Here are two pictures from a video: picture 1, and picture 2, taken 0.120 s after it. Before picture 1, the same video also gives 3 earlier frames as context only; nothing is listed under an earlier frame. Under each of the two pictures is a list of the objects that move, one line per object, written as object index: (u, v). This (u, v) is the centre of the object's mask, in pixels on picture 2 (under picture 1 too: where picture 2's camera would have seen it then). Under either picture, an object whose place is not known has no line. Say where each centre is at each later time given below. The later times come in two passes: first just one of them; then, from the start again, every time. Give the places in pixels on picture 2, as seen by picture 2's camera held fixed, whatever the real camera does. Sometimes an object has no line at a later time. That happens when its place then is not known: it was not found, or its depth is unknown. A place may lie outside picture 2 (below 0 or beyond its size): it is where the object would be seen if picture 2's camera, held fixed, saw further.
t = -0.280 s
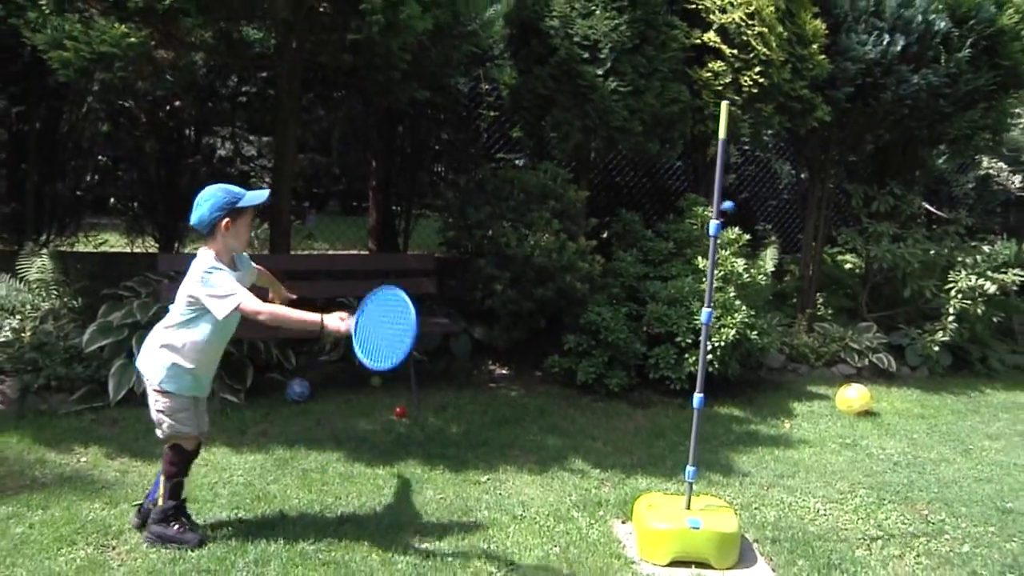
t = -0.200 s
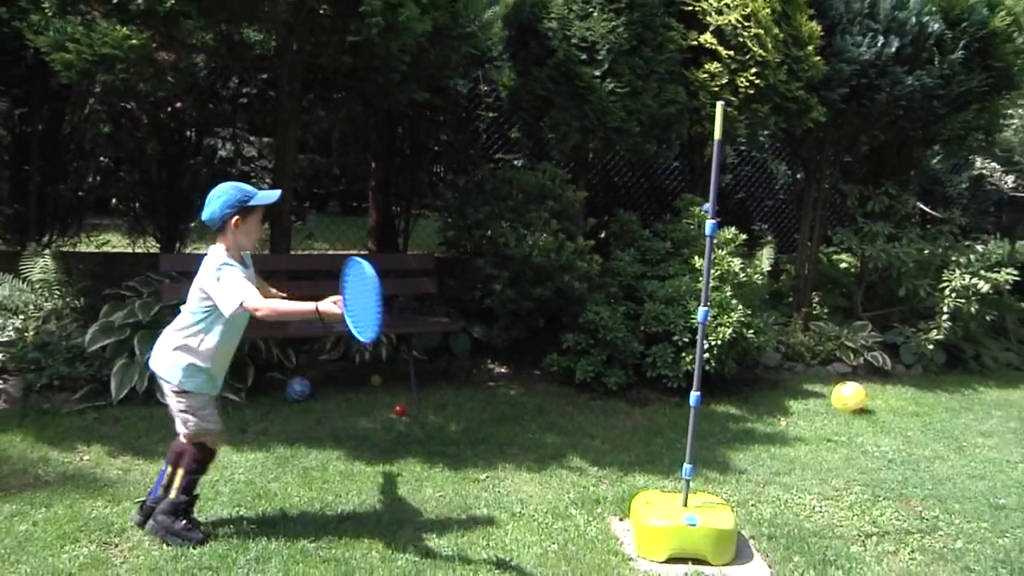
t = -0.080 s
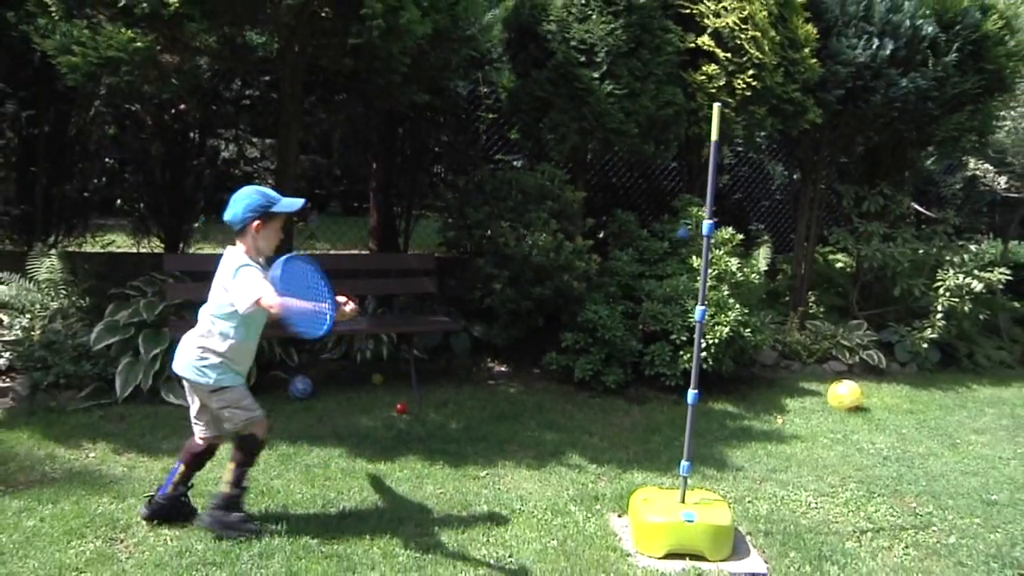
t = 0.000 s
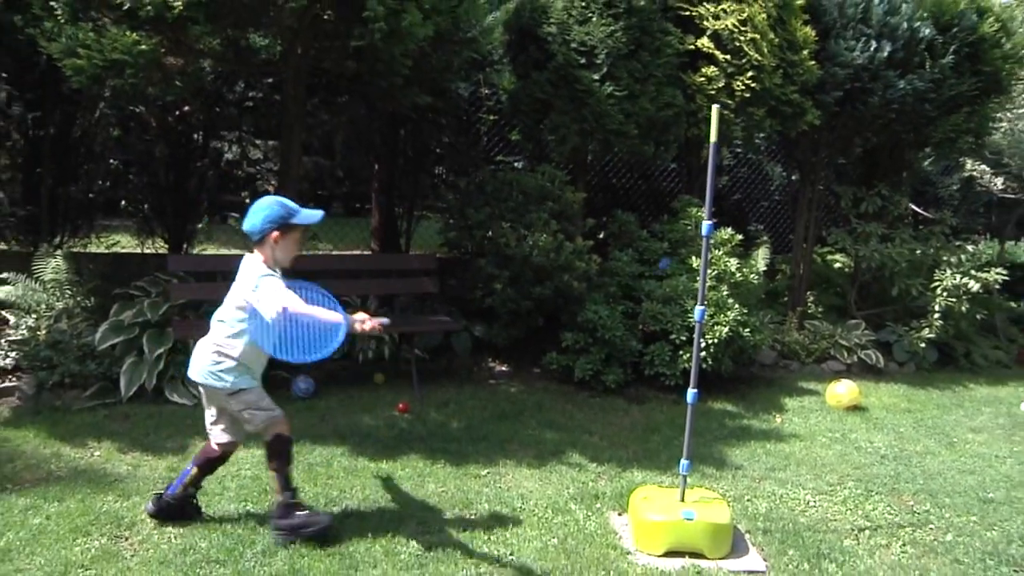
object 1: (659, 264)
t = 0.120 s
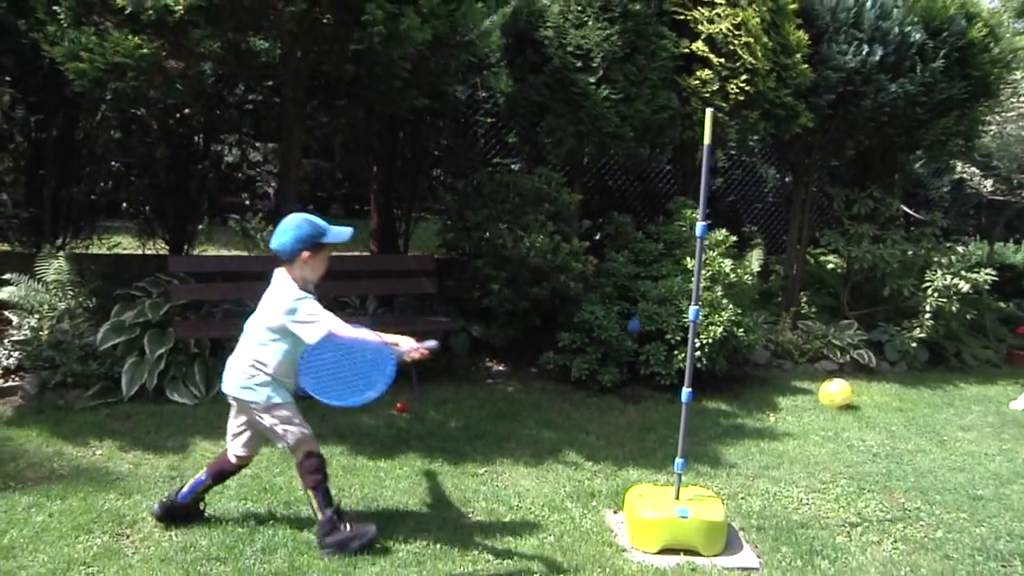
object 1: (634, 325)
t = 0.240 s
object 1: (614, 387)
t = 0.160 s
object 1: (626, 349)
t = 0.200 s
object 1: (620, 368)
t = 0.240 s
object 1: (614, 387)
